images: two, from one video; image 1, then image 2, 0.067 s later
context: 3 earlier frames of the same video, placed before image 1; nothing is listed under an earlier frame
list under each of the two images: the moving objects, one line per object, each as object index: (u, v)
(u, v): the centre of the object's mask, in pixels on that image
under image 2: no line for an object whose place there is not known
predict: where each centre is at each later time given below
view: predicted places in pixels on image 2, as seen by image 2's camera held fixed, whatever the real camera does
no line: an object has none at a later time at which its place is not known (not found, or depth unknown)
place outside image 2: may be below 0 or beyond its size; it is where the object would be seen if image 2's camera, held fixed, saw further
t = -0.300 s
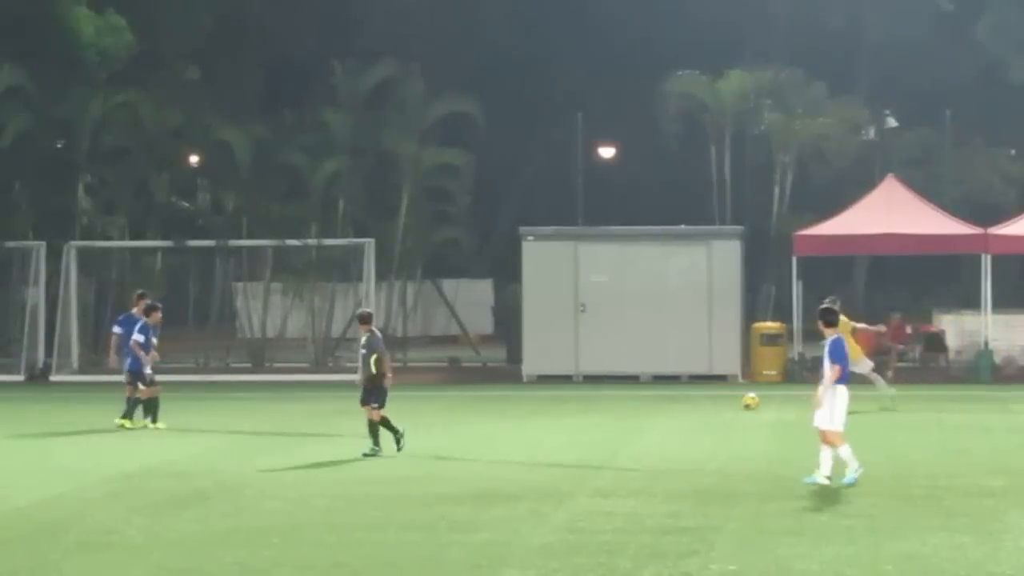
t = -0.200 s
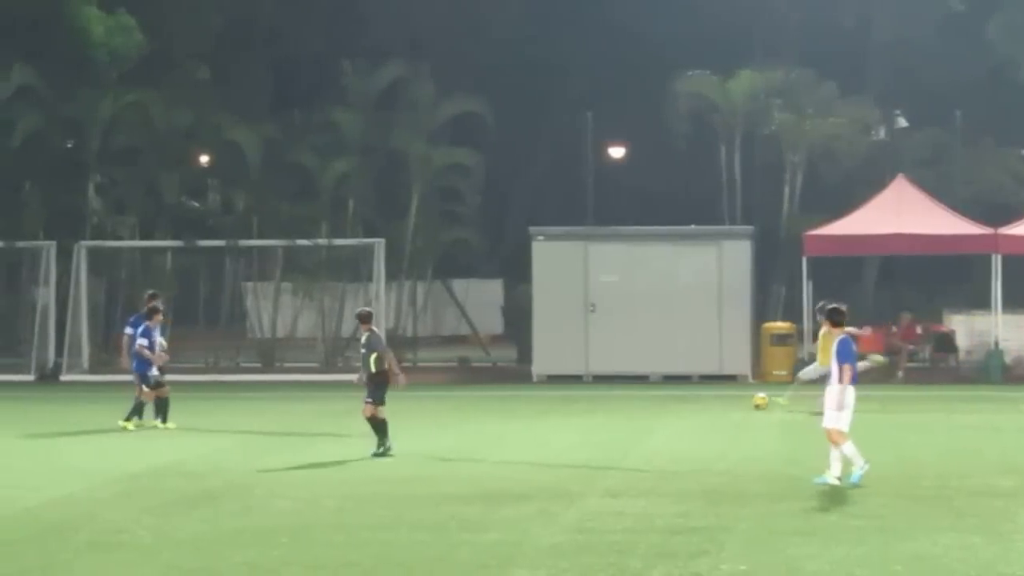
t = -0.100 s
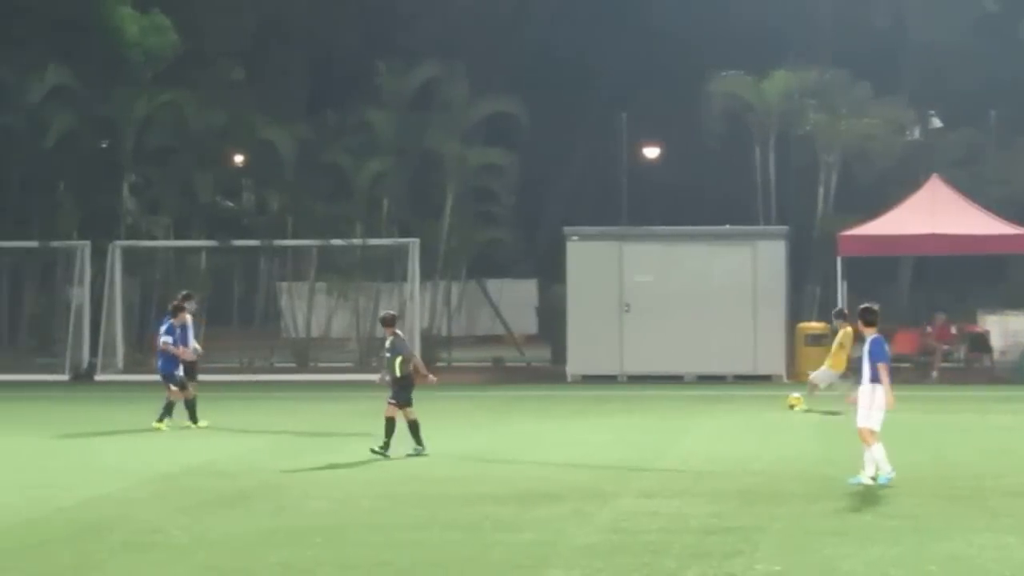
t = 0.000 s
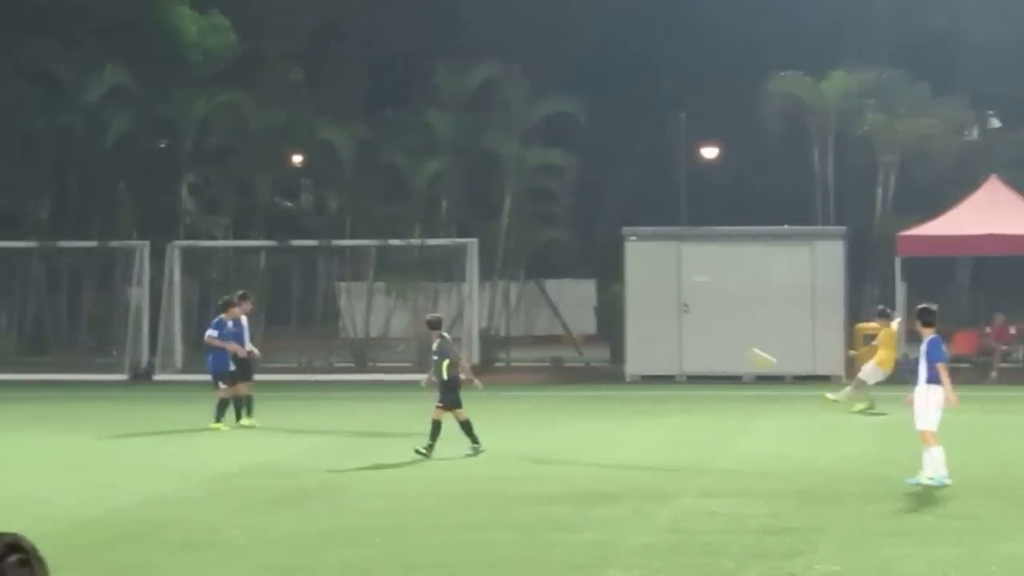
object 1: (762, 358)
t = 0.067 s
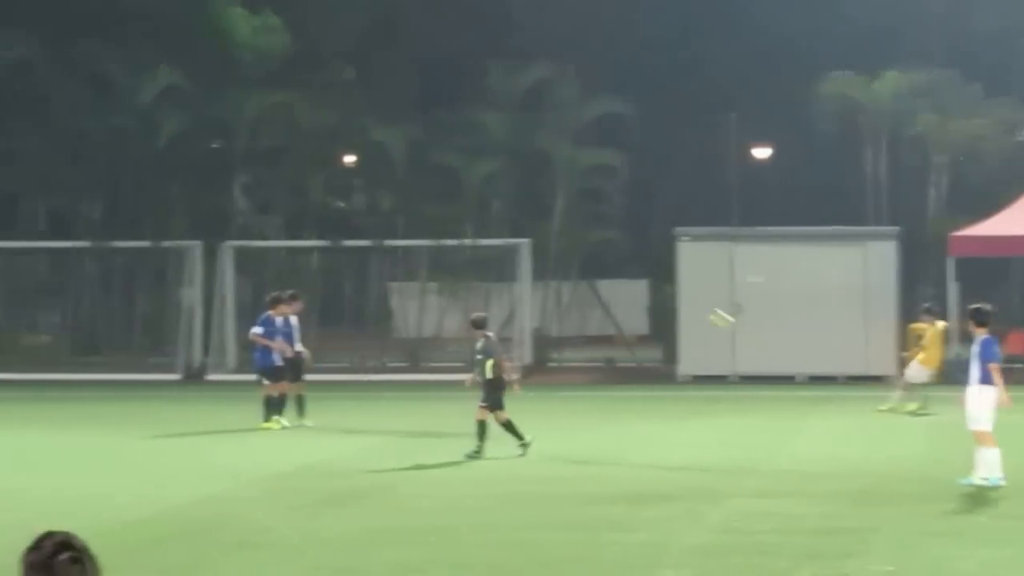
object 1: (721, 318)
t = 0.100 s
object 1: (673, 299)
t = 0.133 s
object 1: (628, 280)
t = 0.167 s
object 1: (584, 263)
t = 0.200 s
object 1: (538, 245)
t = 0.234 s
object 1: (494, 225)
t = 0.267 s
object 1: (449, 209)
